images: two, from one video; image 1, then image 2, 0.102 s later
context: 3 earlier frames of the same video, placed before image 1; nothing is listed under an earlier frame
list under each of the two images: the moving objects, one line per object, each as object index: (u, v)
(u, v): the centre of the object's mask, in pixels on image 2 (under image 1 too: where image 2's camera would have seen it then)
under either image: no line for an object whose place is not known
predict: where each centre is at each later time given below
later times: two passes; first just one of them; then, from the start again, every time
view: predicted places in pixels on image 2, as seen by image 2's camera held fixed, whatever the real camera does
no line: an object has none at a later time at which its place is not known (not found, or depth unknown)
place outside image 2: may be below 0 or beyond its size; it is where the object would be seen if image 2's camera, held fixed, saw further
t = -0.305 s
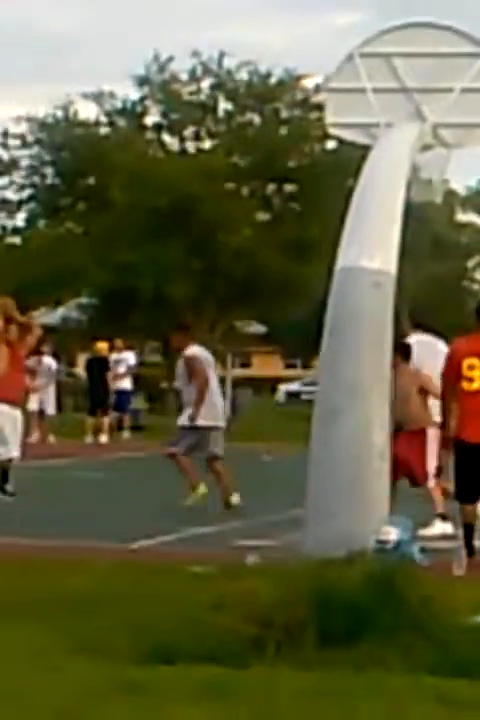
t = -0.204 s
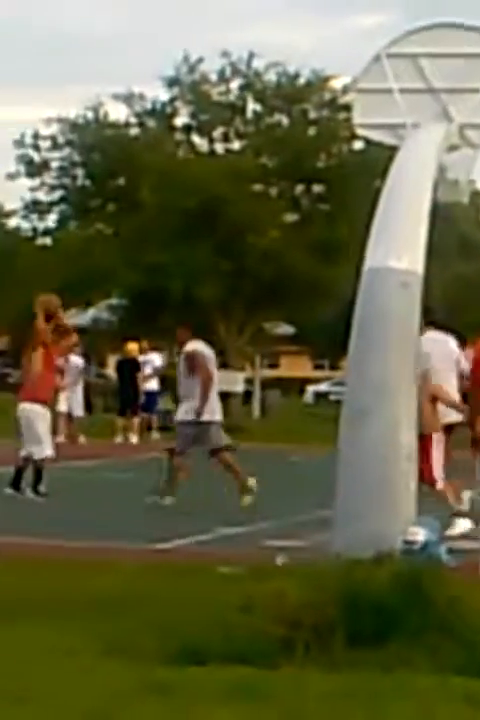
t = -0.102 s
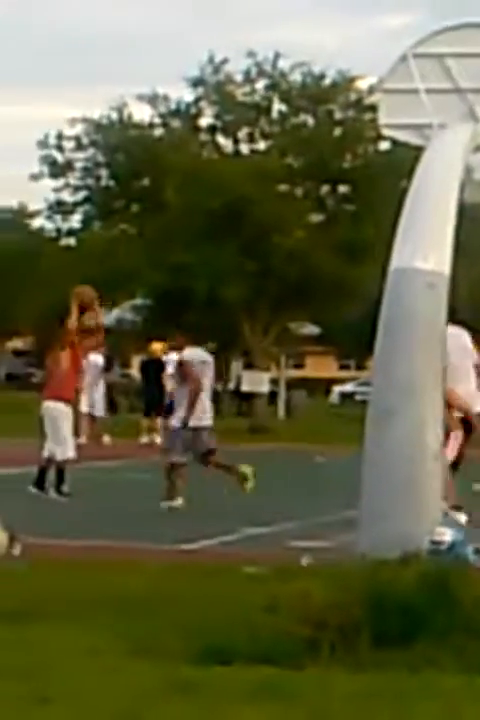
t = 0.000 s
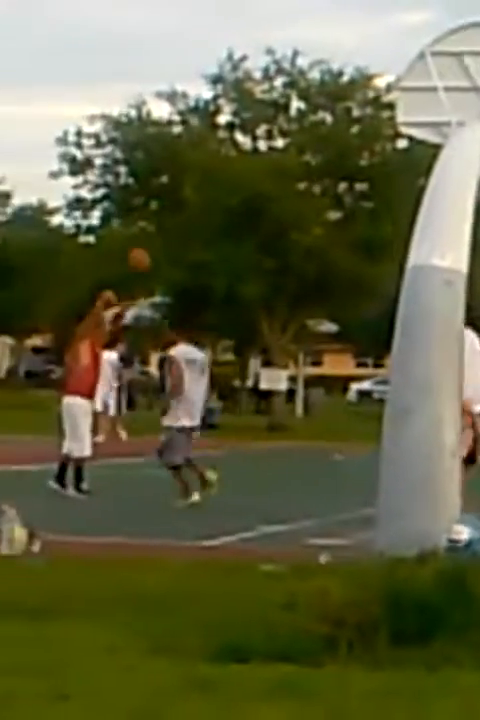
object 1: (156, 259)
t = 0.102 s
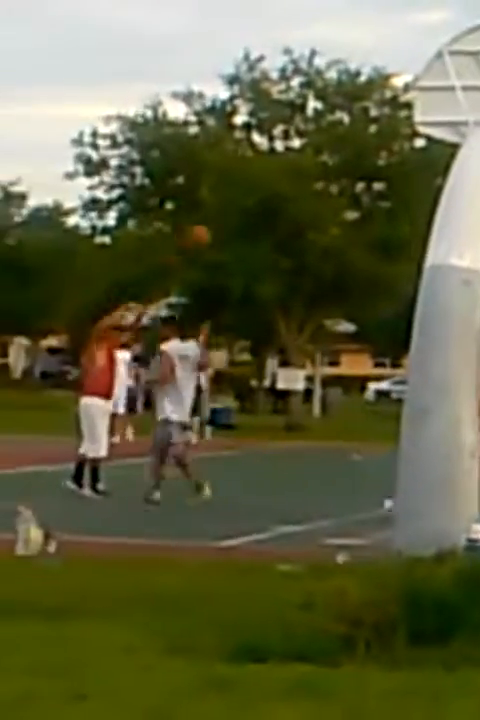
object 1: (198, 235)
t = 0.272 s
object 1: (274, 220)
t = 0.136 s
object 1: (213, 231)
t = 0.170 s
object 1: (230, 226)
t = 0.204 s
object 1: (243, 223)
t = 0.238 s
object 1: (257, 222)
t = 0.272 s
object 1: (274, 220)
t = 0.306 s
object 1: (289, 220)
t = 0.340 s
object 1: (303, 222)
